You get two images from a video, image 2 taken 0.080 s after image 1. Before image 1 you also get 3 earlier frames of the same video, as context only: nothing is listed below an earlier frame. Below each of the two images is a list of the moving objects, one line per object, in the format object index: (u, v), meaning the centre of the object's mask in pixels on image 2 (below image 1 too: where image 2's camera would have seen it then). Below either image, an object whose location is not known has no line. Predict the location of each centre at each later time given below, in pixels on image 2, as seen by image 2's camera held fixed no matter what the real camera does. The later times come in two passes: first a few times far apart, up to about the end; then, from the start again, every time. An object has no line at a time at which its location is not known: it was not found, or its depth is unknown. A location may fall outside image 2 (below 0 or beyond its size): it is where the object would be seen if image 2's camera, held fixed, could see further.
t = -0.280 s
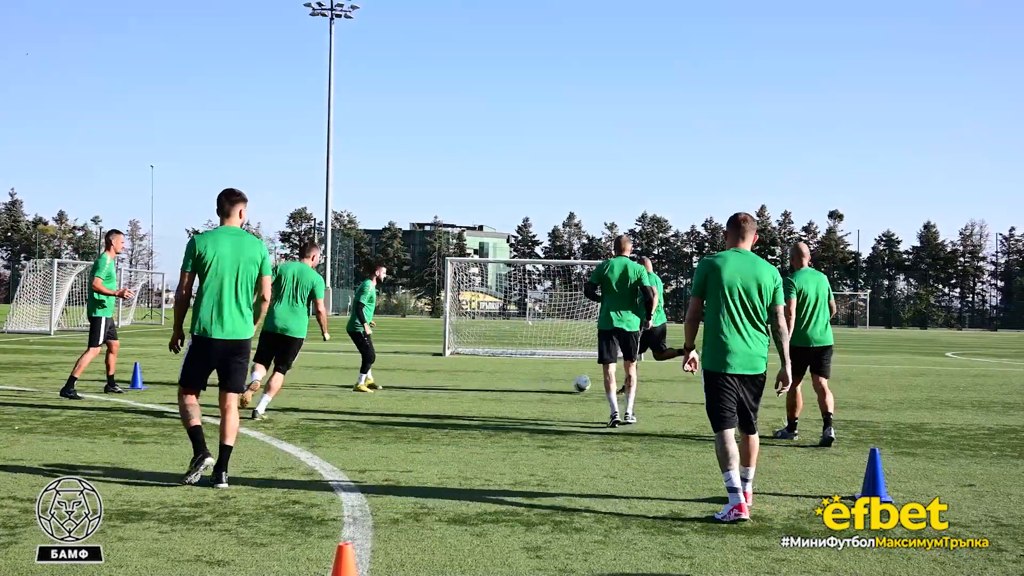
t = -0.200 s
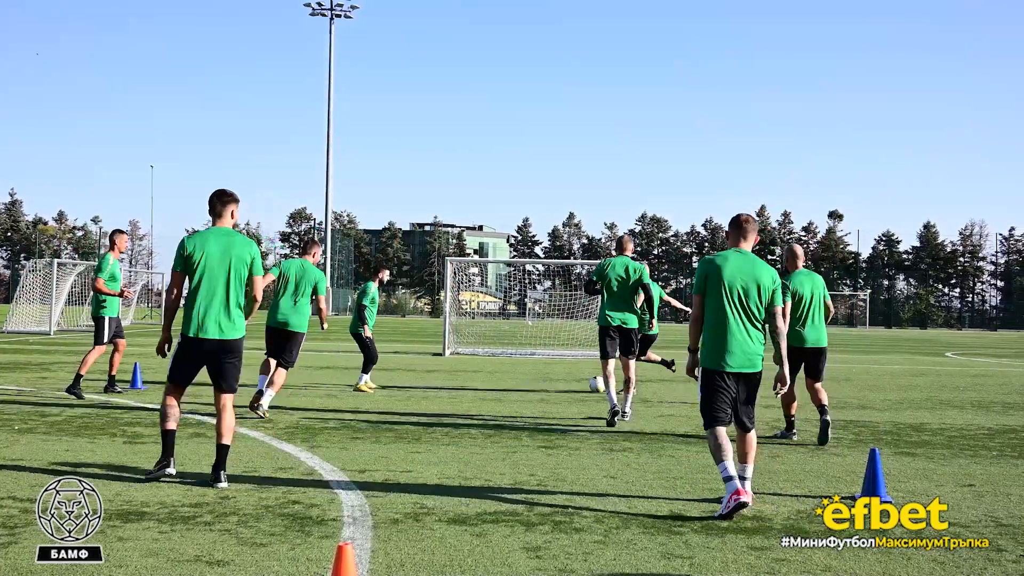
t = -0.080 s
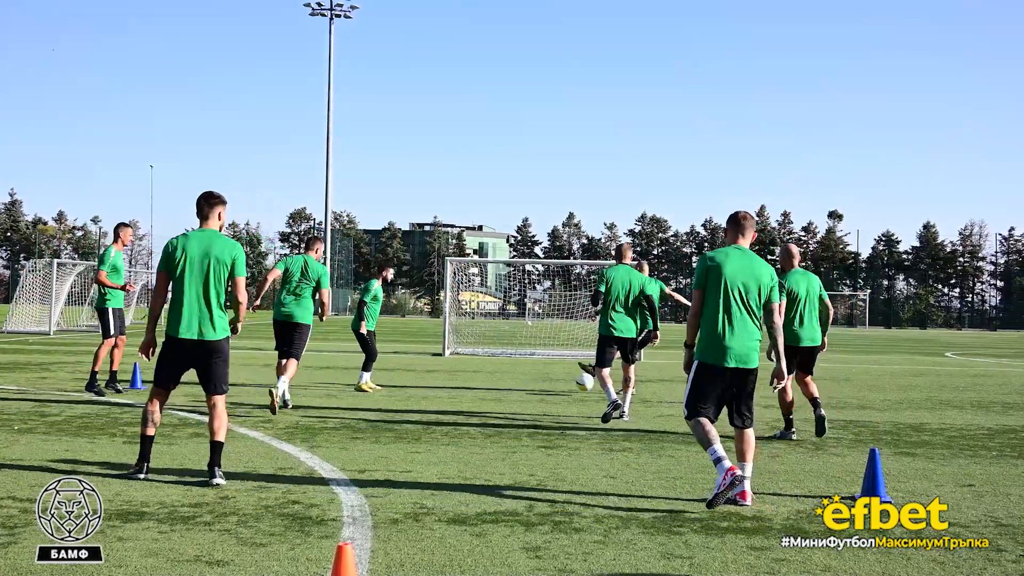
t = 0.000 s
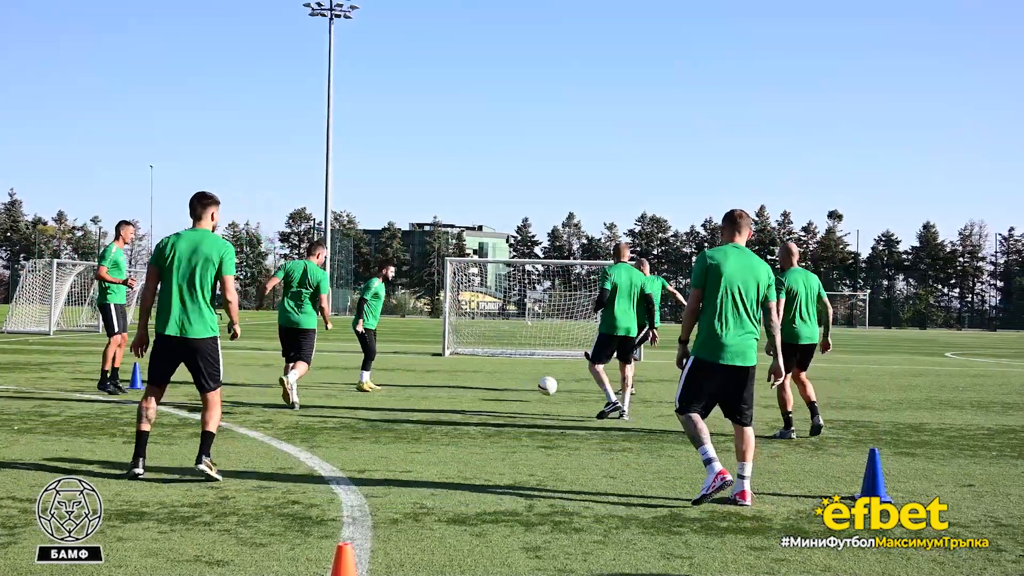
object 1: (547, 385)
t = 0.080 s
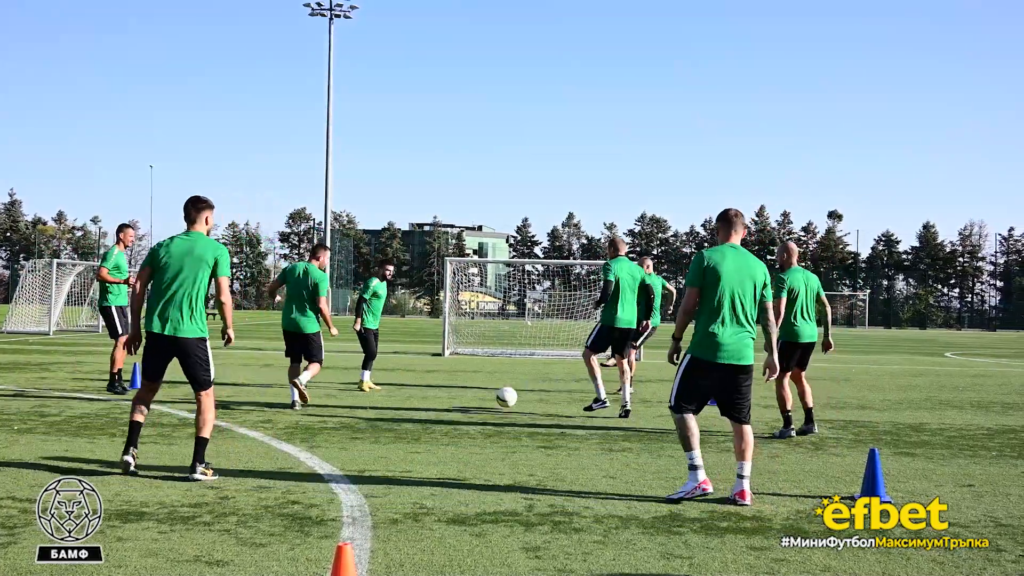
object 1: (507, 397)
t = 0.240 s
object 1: (422, 411)
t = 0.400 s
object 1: (328, 430)
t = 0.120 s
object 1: (486, 403)
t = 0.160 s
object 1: (466, 403)
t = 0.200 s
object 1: (445, 406)
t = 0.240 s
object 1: (422, 411)
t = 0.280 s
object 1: (399, 418)
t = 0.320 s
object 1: (376, 423)
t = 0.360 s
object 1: (353, 424)
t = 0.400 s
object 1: (328, 430)
